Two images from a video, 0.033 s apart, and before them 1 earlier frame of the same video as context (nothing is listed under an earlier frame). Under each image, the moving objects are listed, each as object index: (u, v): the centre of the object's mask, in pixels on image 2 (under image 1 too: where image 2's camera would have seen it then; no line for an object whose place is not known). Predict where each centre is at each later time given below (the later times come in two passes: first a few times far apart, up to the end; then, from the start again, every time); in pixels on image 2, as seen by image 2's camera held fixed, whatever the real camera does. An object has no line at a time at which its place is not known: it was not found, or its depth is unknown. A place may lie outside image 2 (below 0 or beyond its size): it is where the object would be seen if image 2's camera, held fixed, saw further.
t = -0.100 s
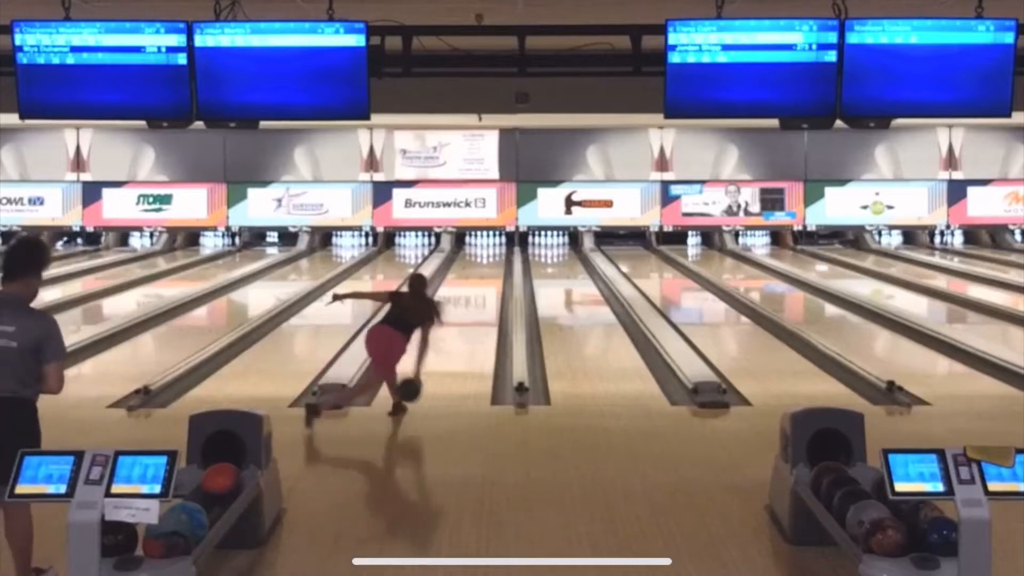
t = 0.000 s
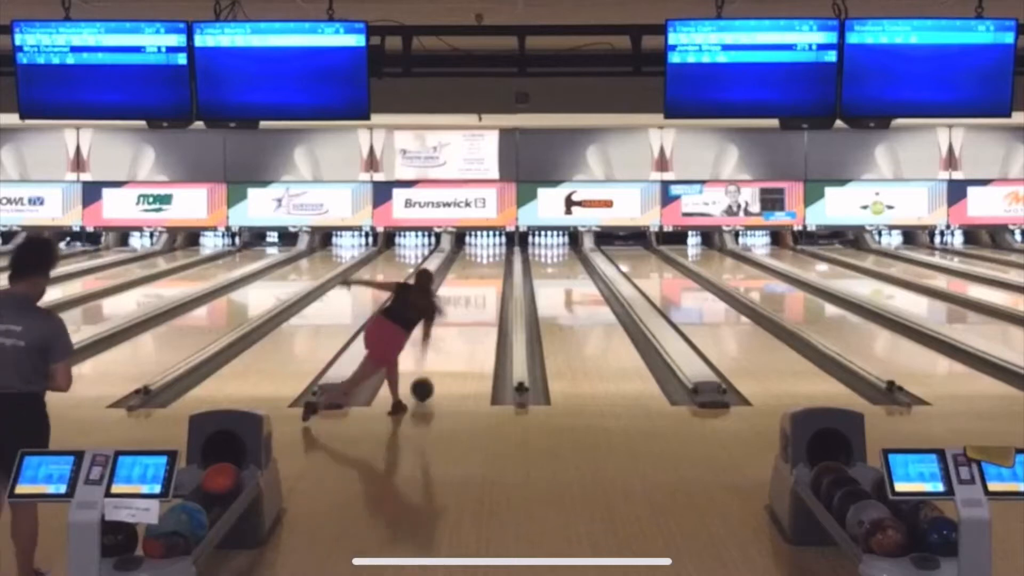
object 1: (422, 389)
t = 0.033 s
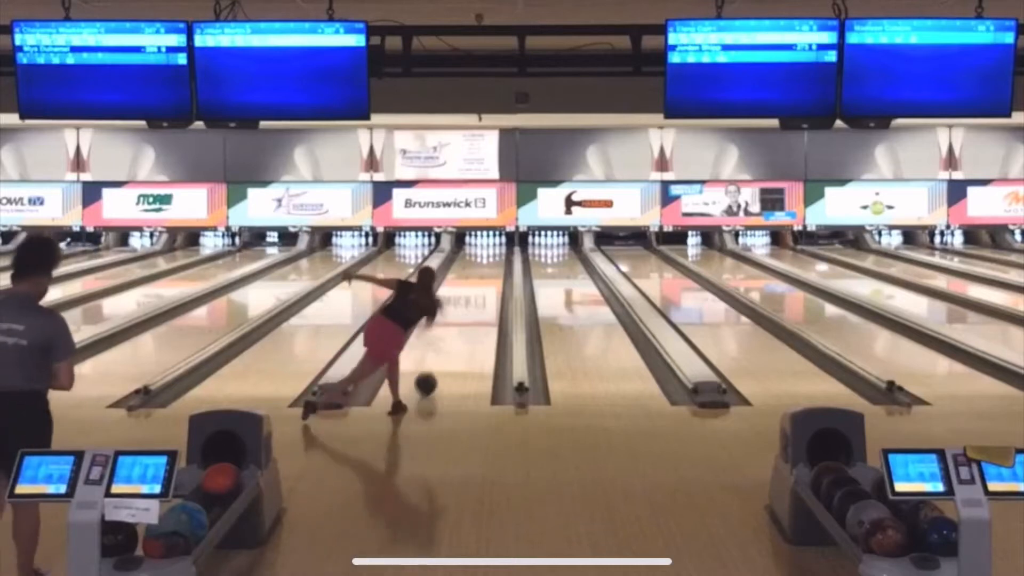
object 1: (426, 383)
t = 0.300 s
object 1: (449, 345)
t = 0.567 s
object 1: (466, 318)
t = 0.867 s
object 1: (478, 297)
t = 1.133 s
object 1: (486, 282)
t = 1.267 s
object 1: (490, 276)
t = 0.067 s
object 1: (429, 378)
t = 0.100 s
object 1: (432, 372)
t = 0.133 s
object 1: (436, 368)
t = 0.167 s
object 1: (439, 363)
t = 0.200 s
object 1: (442, 358)
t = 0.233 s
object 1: (444, 353)
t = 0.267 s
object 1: (447, 349)
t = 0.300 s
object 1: (449, 345)
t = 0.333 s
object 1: (452, 341)
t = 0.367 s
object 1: (454, 337)
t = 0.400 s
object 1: (456, 333)
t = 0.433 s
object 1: (458, 330)
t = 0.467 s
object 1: (460, 327)
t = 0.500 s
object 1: (462, 324)
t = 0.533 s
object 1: (464, 321)
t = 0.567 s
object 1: (466, 318)
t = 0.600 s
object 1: (467, 315)
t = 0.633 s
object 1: (469, 313)
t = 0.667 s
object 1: (470, 310)
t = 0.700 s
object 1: (472, 308)
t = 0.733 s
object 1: (473, 306)
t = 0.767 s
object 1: (474, 303)
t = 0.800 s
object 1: (476, 301)
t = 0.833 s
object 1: (477, 299)
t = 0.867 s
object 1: (478, 297)
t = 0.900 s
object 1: (479, 295)
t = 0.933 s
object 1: (481, 293)
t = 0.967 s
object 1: (482, 291)
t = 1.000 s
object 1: (483, 289)
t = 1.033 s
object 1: (484, 287)
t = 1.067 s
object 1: (485, 285)
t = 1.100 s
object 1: (486, 284)
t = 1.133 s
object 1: (486, 282)
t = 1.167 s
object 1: (487, 280)
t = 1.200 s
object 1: (488, 279)
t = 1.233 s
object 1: (490, 277)
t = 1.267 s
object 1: (490, 276)
